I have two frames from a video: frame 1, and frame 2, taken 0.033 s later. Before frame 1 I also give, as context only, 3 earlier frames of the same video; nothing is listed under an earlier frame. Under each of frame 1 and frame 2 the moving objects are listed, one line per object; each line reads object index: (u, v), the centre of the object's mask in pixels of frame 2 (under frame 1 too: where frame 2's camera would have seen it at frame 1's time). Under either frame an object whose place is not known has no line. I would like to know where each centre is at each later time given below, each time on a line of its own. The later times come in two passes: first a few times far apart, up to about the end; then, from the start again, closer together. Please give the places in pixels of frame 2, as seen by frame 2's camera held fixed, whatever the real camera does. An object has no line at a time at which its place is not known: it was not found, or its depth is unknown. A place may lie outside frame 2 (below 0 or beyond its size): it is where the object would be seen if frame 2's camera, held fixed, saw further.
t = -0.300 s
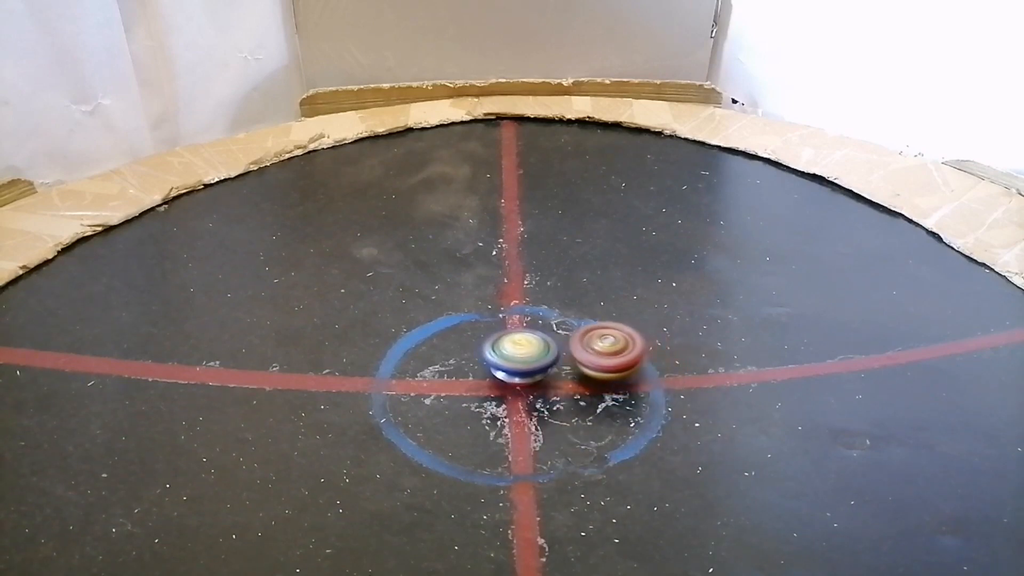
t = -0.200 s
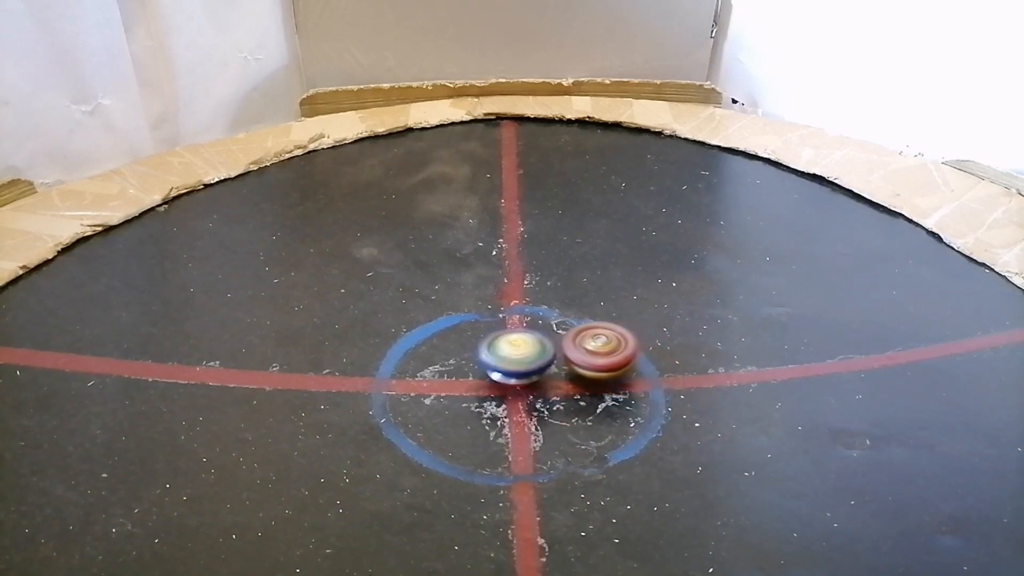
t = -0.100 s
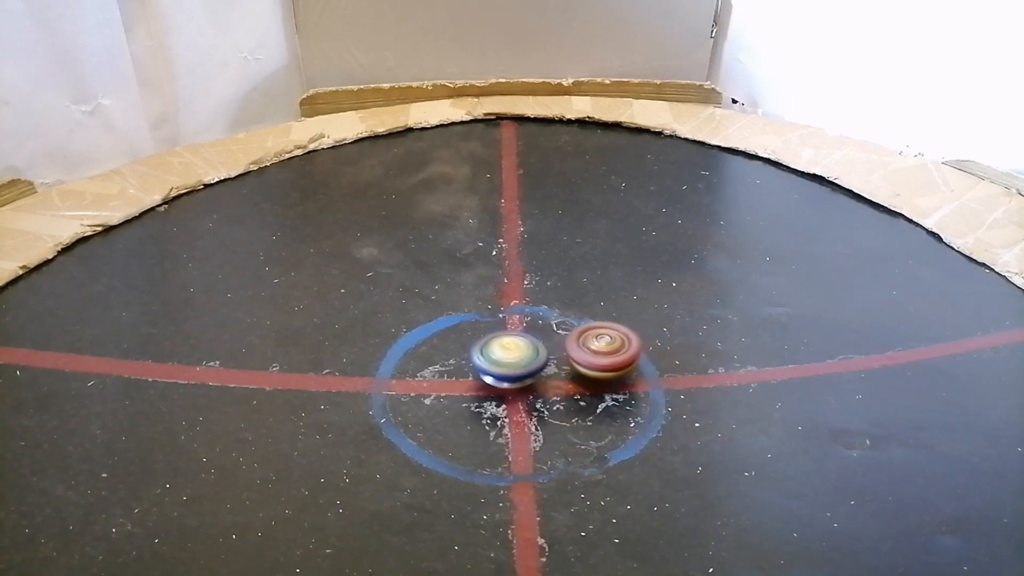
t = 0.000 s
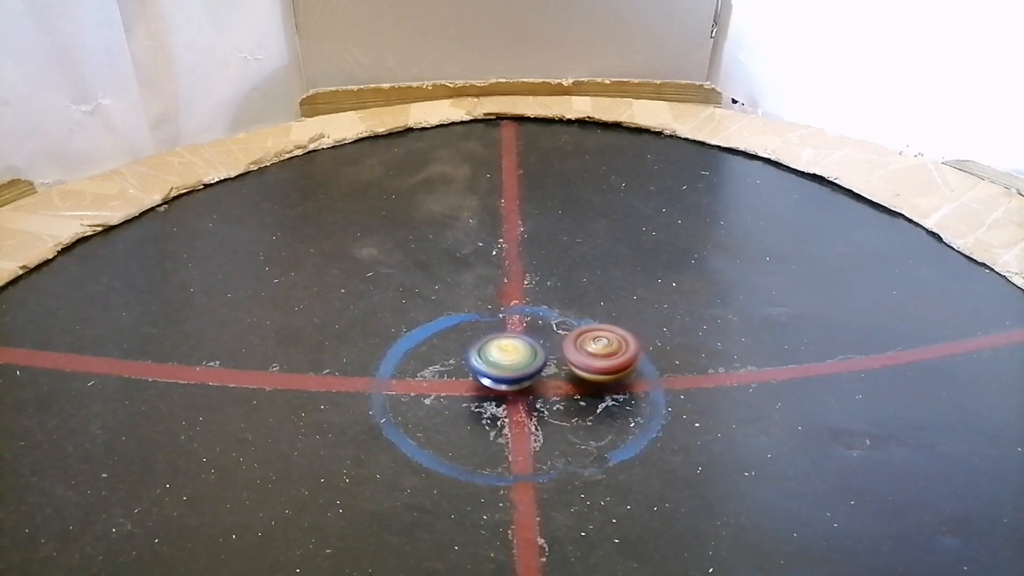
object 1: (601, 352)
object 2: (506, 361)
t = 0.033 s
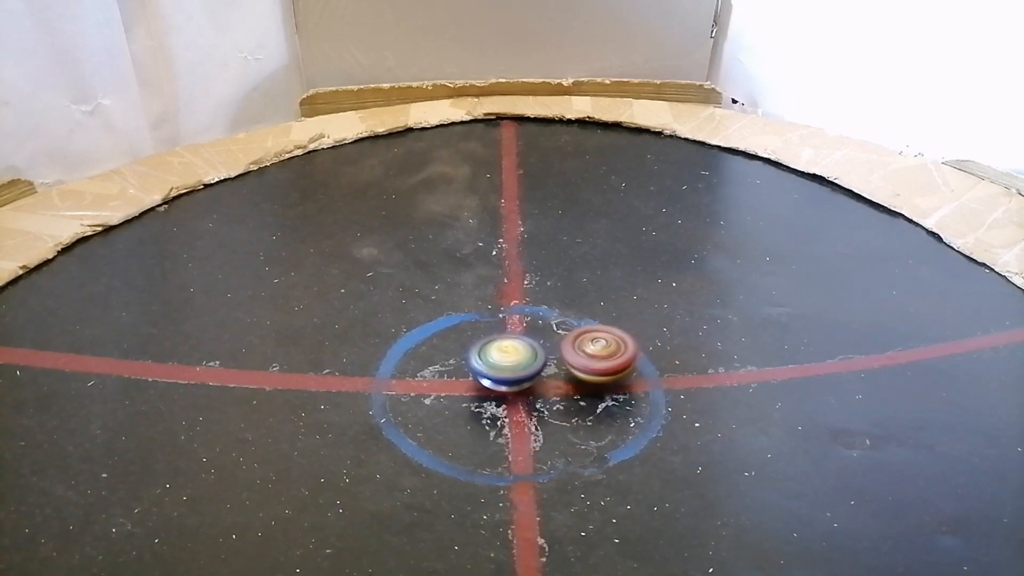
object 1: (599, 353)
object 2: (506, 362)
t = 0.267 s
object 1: (580, 357)
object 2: (501, 367)
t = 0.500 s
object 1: (576, 359)
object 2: (494, 371)
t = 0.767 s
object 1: (586, 358)
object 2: (490, 379)
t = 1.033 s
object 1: (582, 363)
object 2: (495, 382)
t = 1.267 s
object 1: (574, 369)
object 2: (494, 381)
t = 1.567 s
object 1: (575, 368)
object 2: (495, 384)
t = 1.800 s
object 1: (578, 368)
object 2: (494, 384)
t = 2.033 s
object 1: (574, 368)
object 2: (494, 384)
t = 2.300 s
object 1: (572, 368)
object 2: (494, 384)
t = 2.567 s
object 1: (576, 367)
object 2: (495, 385)
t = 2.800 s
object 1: (576, 368)
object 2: (496, 385)
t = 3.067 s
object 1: (580, 367)
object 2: (496, 386)
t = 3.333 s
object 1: (573, 368)
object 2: (496, 385)
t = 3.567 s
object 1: (583, 368)
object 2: (498, 385)
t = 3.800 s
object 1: (586, 368)
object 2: (501, 386)
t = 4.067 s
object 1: (595, 369)
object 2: (500, 386)
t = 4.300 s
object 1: (586, 372)
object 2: (499, 386)
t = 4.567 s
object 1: (582, 367)
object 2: (499, 387)
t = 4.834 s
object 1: (580, 368)
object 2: (502, 387)
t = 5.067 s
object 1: (586, 365)
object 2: (499, 389)
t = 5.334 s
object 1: (589, 367)
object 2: (506, 391)
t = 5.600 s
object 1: (587, 367)
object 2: (506, 392)
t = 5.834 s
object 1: (597, 368)
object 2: (510, 392)
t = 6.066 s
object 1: (592, 369)
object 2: (511, 391)
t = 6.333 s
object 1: (619, 361)
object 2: (500, 394)
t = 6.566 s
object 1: (628, 361)
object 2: (500, 395)
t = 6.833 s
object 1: (618, 367)
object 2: (499, 394)
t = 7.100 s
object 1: (589, 376)
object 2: (499, 394)
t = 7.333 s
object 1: (573, 378)
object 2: (491, 397)
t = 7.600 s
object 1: (567, 369)
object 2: (494, 397)
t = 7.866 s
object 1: (575, 362)
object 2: (494, 398)
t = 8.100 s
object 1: (567, 358)
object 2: (498, 395)
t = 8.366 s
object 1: (554, 353)
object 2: (501, 393)
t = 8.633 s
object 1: (545, 347)
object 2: (502, 392)
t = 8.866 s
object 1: (541, 348)
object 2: (504, 394)
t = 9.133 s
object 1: (537, 342)
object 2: (505, 401)
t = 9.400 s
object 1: (535, 341)
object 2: (504, 398)
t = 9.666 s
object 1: (534, 347)
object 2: (505, 397)
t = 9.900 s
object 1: (536, 347)
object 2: (505, 398)
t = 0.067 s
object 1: (597, 355)
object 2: (507, 363)
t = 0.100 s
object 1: (594, 355)
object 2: (507, 364)
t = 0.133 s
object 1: (589, 356)
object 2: (507, 364)
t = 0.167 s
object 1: (585, 357)
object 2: (506, 366)
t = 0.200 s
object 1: (584, 356)
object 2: (504, 366)
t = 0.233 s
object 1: (582, 357)
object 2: (502, 367)
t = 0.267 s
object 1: (580, 357)
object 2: (501, 367)
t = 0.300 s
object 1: (580, 358)
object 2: (499, 367)
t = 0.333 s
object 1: (579, 358)
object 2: (497, 367)
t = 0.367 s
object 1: (579, 359)
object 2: (497, 368)
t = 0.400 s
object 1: (579, 359)
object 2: (496, 368)
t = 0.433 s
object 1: (578, 359)
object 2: (496, 369)
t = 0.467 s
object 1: (576, 359)
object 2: (496, 370)
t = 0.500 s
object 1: (576, 359)
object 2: (494, 371)
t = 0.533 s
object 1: (577, 359)
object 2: (492, 373)
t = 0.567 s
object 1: (578, 358)
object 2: (490, 374)
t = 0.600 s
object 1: (579, 358)
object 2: (489, 376)
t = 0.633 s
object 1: (581, 357)
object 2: (489, 377)
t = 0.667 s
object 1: (582, 357)
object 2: (489, 378)
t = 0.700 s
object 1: (584, 358)
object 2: (489, 378)
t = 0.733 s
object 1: (585, 358)
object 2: (489, 379)
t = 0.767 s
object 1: (586, 358)
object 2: (490, 379)
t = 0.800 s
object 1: (587, 359)
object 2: (490, 380)
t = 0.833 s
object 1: (587, 360)
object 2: (491, 380)
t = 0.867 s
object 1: (586, 361)
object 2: (492, 381)
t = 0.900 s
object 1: (586, 362)
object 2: (494, 381)
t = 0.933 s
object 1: (585, 363)
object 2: (495, 381)
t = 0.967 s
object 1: (584, 363)
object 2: (495, 382)
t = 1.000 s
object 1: (583, 363)
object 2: (495, 382)
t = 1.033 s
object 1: (582, 363)
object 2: (495, 382)
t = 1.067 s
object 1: (580, 364)
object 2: (495, 382)
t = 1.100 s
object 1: (578, 364)
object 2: (495, 382)
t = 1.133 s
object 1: (577, 365)
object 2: (495, 382)
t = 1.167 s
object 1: (576, 366)
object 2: (495, 382)
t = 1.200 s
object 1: (576, 367)
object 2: (495, 381)
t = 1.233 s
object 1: (575, 368)
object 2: (494, 382)
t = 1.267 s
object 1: (574, 369)
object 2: (494, 381)
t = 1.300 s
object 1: (574, 368)
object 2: (492, 382)
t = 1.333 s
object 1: (575, 368)
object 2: (492, 383)
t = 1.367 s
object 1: (575, 368)
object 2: (493, 383)
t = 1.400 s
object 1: (575, 368)
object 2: (494, 383)
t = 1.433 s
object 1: (574, 368)
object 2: (494, 383)
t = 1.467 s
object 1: (574, 368)
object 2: (494, 384)
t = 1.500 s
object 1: (574, 368)
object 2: (495, 384)
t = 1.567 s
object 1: (575, 368)
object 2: (495, 384)
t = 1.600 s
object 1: (575, 368)
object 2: (495, 384)
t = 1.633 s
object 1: (576, 368)
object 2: (495, 384)
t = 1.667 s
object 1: (576, 368)
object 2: (495, 384)
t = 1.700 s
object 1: (577, 368)
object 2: (495, 384)
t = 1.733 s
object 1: (578, 367)
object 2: (495, 384)
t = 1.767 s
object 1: (578, 368)
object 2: (494, 384)
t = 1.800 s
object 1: (578, 368)
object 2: (494, 384)
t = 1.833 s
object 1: (578, 368)
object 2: (494, 384)
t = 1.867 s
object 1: (577, 368)
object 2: (494, 384)
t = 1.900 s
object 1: (577, 368)
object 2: (494, 384)
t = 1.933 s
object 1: (576, 368)
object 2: (494, 384)
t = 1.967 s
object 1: (575, 368)
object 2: (494, 384)
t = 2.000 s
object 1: (574, 368)
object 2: (494, 384)
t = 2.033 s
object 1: (574, 368)
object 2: (494, 384)
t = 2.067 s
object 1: (573, 368)
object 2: (494, 384)
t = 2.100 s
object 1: (572, 368)
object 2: (494, 384)
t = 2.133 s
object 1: (572, 368)
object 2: (493, 384)
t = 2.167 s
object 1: (571, 368)
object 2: (493, 384)
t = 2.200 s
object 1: (571, 368)
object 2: (493, 384)
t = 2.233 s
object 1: (571, 367)
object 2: (493, 384)
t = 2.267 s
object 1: (571, 367)
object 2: (493, 385)
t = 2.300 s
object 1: (572, 368)
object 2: (494, 384)
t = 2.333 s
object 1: (573, 367)
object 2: (493, 384)
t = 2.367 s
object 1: (572, 368)
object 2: (494, 385)
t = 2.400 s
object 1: (572, 368)
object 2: (494, 385)
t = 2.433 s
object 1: (572, 368)
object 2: (494, 385)
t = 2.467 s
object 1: (572, 367)
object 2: (494, 385)
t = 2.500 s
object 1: (573, 367)
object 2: (494, 385)
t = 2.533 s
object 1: (574, 367)
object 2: (494, 385)
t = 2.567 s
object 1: (576, 367)
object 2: (495, 385)
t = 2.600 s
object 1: (577, 367)
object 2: (495, 385)
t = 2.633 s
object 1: (577, 367)
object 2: (495, 385)
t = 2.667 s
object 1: (577, 367)
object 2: (495, 385)
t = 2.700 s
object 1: (577, 368)
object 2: (495, 385)
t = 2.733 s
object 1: (577, 368)
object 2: (496, 385)
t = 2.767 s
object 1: (576, 368)
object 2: (496, 385)
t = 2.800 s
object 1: (576, 368)
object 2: (496, 385)
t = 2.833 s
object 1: (575, 368)
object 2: (496, 385)
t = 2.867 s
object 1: (574, 368)
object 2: (496, 385)
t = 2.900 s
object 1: (575, 368)
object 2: (496, 386)
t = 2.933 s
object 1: (576, 367)
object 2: (496, 386)
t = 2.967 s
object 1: (577, 367)
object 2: (496, 386)
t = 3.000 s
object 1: (578, 367)
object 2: (496, 386)
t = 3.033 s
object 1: (579, 367)
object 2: (496, 386)
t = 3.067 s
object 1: (580, 367)
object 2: (496, 386)
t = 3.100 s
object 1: (580, 367)
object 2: (496, 385)
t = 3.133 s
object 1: (581, 367)
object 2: (496, 385)
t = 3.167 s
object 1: (581, 368)
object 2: (496, 385)
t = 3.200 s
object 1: (580, 368)
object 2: (496, 385)
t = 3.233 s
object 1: (580, 368)
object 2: (496, 385)
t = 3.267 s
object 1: (577, 368)
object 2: (496, 385)
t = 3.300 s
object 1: (575, 368)
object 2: (496, 385)
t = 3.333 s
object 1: (573, 368)
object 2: (496, 385)
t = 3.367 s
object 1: (574, 367)
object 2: (496, 386)
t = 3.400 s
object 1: (575, 367)
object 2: (496, 386)
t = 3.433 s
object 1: (577, 366)
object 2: (496, 386)
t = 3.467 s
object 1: (578, 366)
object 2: (496, 386)
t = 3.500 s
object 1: (580, 366)
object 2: (497, 386)
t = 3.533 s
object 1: (582, 367)
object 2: (497, 385)
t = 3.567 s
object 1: (583, 368)
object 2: (498, 385)
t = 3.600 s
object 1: (584, 368)
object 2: (499, 386)
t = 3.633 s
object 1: (583, 369)
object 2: (501, 386)
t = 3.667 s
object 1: (582, 369)
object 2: (501, 386)
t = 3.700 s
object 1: (581, 369)
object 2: (501, 386)
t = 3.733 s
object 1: (582, 368)
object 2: (500, 386)
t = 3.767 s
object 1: (584, 368)
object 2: (500, 386)
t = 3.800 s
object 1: (586, 368)
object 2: (501, 386)
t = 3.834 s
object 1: (587, 368)
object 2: (501, 386)
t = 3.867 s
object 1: (589, 368)
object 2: (501, 386)
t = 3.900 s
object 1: (591, 368)
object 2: (501, 386)
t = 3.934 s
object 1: (592, 368)
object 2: (501, 386)
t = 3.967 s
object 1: (594, 369)
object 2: (500, 386)
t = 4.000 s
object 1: (595, 369)
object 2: (500, 386)
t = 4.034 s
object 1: (595, 369)
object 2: (500, 386)
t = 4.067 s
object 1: (595, 369)
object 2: (500, 386)
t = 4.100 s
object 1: (595, 370)
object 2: (500, 386)
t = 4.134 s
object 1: (594, 370)
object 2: (500, 386)
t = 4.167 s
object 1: (593, 370)
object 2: (500, 386)
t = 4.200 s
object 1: (592, 371)
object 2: (500, 385)
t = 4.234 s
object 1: (590, 371)
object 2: (499, 386)
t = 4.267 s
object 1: (588, 372)
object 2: (499, 386)
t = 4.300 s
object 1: (586, 372)
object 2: (499, 386)
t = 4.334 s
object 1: (583, 372)
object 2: (499, 386)
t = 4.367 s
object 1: (581, 372)
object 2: (499, 386)
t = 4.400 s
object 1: (579, 372)
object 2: (499, 386)
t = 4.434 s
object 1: (580, 371)
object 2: (498, 387)
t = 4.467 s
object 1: (581, 370)
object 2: (498, 387)
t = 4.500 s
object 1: (582, 369)
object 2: (499, 387)
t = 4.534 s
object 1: (582, 368)
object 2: (499, 387)
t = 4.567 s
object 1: (582, 367)
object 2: (499, 387)
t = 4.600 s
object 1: (582, 367)
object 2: (499, 387)
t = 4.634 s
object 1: (582, 367)
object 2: (499, 387)
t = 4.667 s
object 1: (583, 368)
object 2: (499, 387)
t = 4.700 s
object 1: (583, 368)
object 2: (500, 387)
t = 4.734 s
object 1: (583, 368)
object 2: (500, 387)
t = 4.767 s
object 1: (583, 368)
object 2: (500, 387)
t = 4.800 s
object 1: (582, 368)
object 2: (501, 387)
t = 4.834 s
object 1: (580, 368)
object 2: (502, 387)
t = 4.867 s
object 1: (579, 368)
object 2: (501, 387)
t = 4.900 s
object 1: (578, 368)
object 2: (501, 387)
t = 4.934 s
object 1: (578, 367)
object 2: (500, 387)
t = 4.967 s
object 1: (580, 366)
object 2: (499, 388)
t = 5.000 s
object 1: (582, 365)
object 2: (499, 388)
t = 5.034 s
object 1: (584, 365)
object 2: (499, 389)
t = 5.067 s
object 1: (586, 365)
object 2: (499, 389)
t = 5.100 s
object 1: (587, 365)
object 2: (500, 389)
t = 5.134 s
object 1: (588, 364)
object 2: (500, 389)
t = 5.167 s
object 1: (588, 364)
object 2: (501, 389)
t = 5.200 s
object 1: (589, 365)
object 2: (502, 390)
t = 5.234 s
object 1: (589, 365)
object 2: (503, 390)
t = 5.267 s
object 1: (589, 365)
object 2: (504, 390)
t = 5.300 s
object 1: (589, 366)
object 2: (505, 390)
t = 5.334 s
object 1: (589, 367)
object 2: (506, 391)
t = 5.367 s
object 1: (588, 367)
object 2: (507, 390)
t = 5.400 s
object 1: (588, 368)
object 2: (507, 390)
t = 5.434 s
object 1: (586, 369)
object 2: (507, 390)
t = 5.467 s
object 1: (584, 369)
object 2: (507, 390)
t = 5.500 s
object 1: (585, 369)
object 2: (506, 391)
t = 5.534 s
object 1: (586, 369)
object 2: (506, 392)
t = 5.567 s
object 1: (586, 368)
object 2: (506, 392)
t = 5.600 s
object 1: (587, 367)
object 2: (506, 392)
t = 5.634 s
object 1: (589, 367)
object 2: (506, 392)
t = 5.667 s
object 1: (590, 367)
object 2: (506, 392)
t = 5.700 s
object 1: (592, 367)
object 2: (507, 392)
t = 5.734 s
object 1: (593, 367)
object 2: (508, 392)
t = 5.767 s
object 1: (594, 367)
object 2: (508, 392)
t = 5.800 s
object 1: (595, 367)
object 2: (510, 392)
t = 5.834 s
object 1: (597, 368)
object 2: (510, 392)
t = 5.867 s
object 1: (597, 368)
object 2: (511, 392)
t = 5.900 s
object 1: (597, 368)
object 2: (512, 391)
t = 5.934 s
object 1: (596, 369)
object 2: (512, 391)
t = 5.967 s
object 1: (595, 369)
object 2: (513, 391)
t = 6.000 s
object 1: (593, 370)
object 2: (513, 390)
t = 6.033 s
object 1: (592, 371)
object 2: (514, 390)
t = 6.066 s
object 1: (592, 369)
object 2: (511, 391)
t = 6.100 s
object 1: (596, 368)
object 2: (506, 393)
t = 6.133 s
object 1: (600, 366)
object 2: (502, 394)
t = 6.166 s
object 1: (604, 365)
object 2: (500, 395)
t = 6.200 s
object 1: (607, 364)
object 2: (500, 394)
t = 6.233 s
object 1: (610, 364)
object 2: (500, 395)
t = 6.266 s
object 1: (612, 363)
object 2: (500, 394)
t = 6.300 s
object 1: (616, 362)
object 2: (500, 394)
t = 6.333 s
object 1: (619, 361)
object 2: (500, 394)
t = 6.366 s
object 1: (622, 361)
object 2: (500, 395)
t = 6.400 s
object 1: (623, 360)
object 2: (500, 395)
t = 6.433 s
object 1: (625, 360)
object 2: (501, 395)
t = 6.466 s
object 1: (627, 360)
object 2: (501, 395)
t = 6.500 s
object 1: (628, 360)
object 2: (501, 394)
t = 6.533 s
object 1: (628, 360)
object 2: (500, 395)
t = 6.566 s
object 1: (628, 361)
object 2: (500, 395)
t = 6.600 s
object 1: (628, 361)
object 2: (501, 395)
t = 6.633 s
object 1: (627, 362)
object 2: (501, 395)
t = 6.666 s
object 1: (626, 362)
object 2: (501, 394)
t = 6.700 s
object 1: (625, 363)
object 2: (501, 394)
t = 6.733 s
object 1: (623, 364)
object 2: (500, 394)
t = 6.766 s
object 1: (621, 365)
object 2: (500, 394)
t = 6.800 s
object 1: (619, 366)
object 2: (499, 394)
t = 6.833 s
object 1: (618, 367)
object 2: (499, 394)
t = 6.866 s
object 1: (615, 368)
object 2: (499, 394)
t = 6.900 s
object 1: (612, 369)
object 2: (499, 394)
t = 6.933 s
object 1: (609, 371)
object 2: (499, 394)
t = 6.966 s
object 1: (605, 372)
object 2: (499, 394)
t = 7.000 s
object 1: (601, 373)
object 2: (499, 394)
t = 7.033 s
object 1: (597, 374)
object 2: (499, 394)
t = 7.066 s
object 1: (593, 375)
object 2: (499, 393)
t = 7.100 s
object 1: (589, 376)
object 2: (499, 394)
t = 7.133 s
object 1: (584, 377)
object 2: (499, 393)
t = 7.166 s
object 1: (580, 378)
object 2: (499, 393)
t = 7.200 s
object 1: (577, 379)
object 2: (497, 394)
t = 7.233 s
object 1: (575, 379)
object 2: (496, 395)
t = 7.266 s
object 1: (575, 378)
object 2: (493, 396)
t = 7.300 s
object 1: (574, 378)
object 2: (492, 397)
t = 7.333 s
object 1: (573, 378)
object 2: (491, 397)
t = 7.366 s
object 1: (571, 377)
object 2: (492, 397)
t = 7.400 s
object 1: (570, 376)
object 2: (492, 397)
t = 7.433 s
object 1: (570, 375)
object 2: (493, 397)
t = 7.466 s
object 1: (569, 375)
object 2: (493, 397)
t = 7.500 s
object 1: (569, 373)
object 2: (493, 397)
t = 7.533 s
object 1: (568, 372)
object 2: (493, 397)
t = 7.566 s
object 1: (567, 370)
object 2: (494, 396)
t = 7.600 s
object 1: (567, 369)
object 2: (494, 397)
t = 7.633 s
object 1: (567, 368)
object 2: (493, 397)
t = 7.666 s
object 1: (568, 366)
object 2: (494, 398)
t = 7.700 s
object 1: (571, 366)
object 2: (494, 398)
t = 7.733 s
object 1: (574, 364)
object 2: (495, 398)
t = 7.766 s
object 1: (575, 363)
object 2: (495, 398)
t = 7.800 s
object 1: (575, 362)
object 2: (495, 398)
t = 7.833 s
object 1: (575, 362)
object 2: (495, 398)
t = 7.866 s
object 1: (575, 362)
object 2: (494, 398)
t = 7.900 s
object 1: (575, 361)
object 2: (494, 397)
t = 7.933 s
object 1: (573, 361)
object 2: (494, 397)
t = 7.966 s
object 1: (571, 361)
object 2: (495, 397)
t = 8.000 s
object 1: (570, 360)
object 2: (496, 396)
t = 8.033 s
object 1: (569, 359)
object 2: (497, 396)
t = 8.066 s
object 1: (569, 359)
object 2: (497, 396)
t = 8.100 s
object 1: (567, 358)
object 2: (498, 395)
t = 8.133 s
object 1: (566, 358)
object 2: (498, 395)
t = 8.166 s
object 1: (564, 357)
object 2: (498, 395)
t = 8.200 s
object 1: (562, 357)
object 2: (499, 394)
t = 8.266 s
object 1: (559, 355)
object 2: (499, 394)
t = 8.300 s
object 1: (557, 354)
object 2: (500, 393)
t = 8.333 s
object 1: (555, 354)
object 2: (501, 393)
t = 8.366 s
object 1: (554, 353)
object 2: (501, 393)
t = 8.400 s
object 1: (552, 352)
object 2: (502, 393)
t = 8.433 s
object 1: (551, 351)
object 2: (502, 392)
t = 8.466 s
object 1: (551, 350)
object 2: (502, 392)
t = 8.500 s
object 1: (550, 349)
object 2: (502, 392)
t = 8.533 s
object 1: (549, 348)
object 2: (502, 392)
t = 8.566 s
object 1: (547, 348)
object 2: (502, 392)
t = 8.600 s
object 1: (546, 347)
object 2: (502, 392)
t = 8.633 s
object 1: (545, 347)
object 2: (502, 392)
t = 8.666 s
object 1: (544, 347)
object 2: (502, 392)
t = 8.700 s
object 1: (544, 347)
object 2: (502, 392)
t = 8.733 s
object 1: (544, 347)
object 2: (502, 392)
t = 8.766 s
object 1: (544, 347)
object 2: (502, 392)
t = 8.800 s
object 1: (543, 348)
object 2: (502, 392)
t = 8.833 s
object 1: (542, 347)
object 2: (503, 393)
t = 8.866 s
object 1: (541, 348)
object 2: (504, 394)
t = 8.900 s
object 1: (540, 348)
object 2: (504, 395)
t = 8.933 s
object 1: (539, 347)
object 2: (505, 396)
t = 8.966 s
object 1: (539, 346)
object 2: (505, 399)
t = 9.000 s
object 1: (538, 346)
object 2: (504, 401)
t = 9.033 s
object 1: (538, 345)
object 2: (504, 401)
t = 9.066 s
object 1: (537, 344)
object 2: (505, 401)
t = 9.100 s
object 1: (537, 343)
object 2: (505, 401)
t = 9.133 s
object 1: (537, 342)
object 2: (505, 401)
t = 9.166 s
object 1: (537, 341)
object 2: (505, 400)
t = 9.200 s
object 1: (537, 341)
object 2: (504, 400)
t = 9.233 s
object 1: (537, 340)
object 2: (504, 400)
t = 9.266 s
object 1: (537, 340)
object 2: (503, 400)
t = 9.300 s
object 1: (536, 340)
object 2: (503, 400)
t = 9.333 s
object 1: (535, 340)
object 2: (504, 399)
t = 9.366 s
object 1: (535, 340)
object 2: (504, 399)
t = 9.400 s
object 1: (535, 341)
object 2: (504, 398)
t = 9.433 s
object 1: (536, 341)
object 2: (504, 398)
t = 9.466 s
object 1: (536, 342)
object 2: (505, 398)
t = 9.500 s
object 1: (535, 343)
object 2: (505, 398)
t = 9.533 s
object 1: (535, 344)
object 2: (505, 398)
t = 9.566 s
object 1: (535, 345)
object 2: (505, 397)
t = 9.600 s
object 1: (535, 346)
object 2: (505, 397)
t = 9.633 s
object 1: (534, 347)
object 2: (505, 397)
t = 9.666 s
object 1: (534, 347)
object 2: (505, 397)
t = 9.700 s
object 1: (534, 347)
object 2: (505, 398)
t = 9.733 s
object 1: (534, 347)
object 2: (505, 398)
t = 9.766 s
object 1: (534, 348)
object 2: (505, 398)
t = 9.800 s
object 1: (535, 348)
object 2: (506, 397)
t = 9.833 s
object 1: (535, 347)
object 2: (505, 398)
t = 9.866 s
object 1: (535, 347)
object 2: (505, 399)
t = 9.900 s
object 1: (536, 347)
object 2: (505, 398)
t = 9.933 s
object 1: (536, 347)
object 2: (505, 398)
